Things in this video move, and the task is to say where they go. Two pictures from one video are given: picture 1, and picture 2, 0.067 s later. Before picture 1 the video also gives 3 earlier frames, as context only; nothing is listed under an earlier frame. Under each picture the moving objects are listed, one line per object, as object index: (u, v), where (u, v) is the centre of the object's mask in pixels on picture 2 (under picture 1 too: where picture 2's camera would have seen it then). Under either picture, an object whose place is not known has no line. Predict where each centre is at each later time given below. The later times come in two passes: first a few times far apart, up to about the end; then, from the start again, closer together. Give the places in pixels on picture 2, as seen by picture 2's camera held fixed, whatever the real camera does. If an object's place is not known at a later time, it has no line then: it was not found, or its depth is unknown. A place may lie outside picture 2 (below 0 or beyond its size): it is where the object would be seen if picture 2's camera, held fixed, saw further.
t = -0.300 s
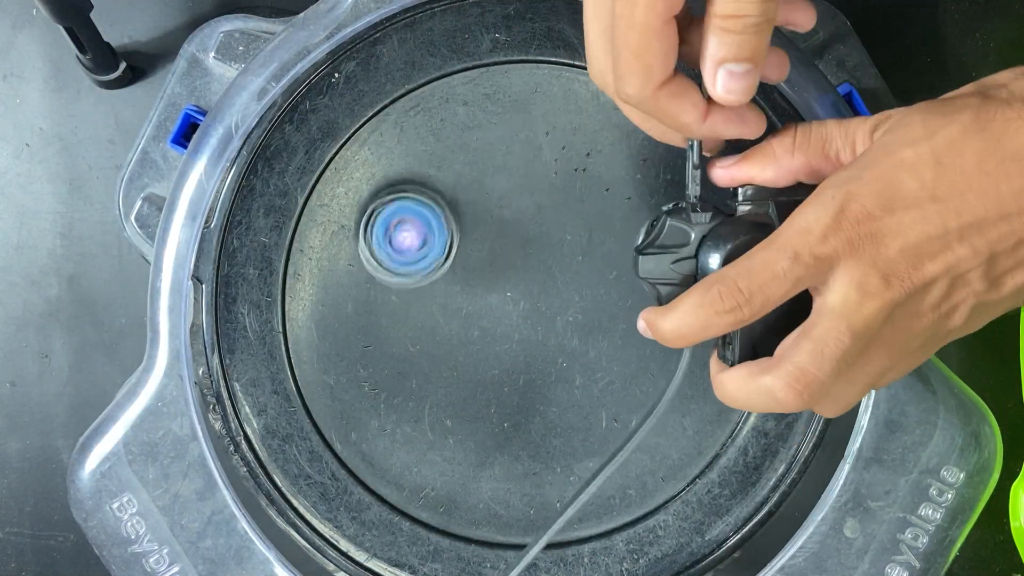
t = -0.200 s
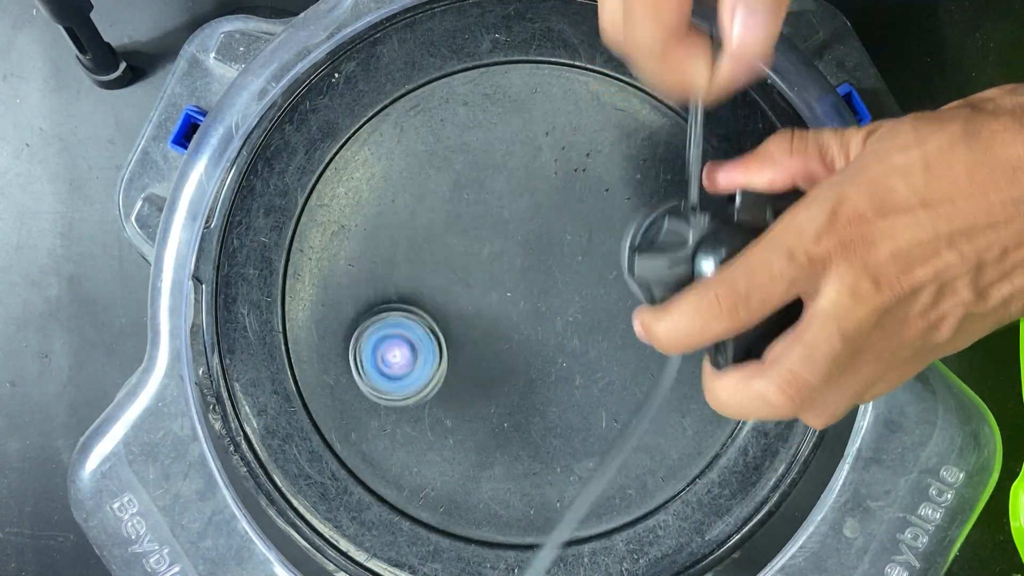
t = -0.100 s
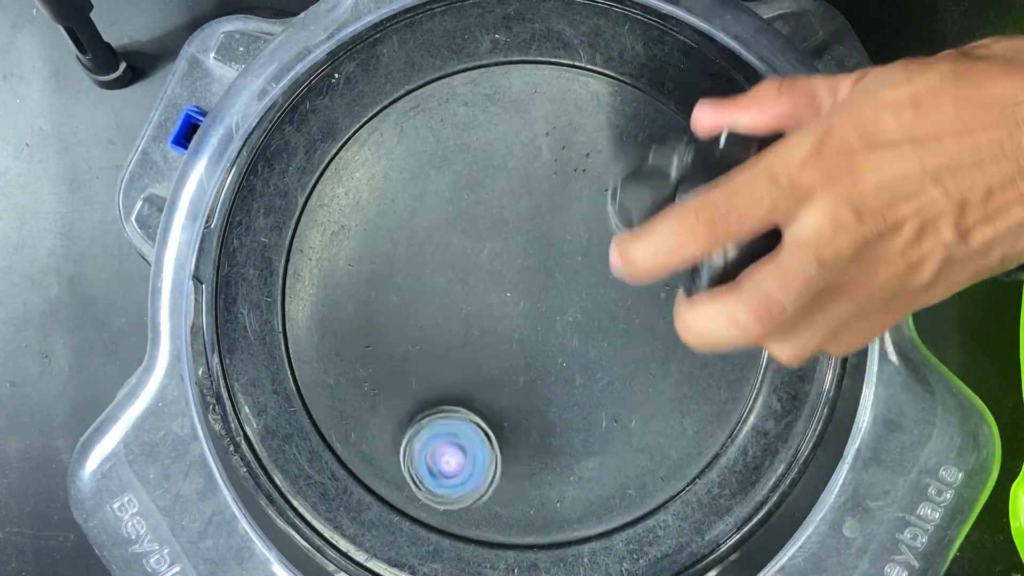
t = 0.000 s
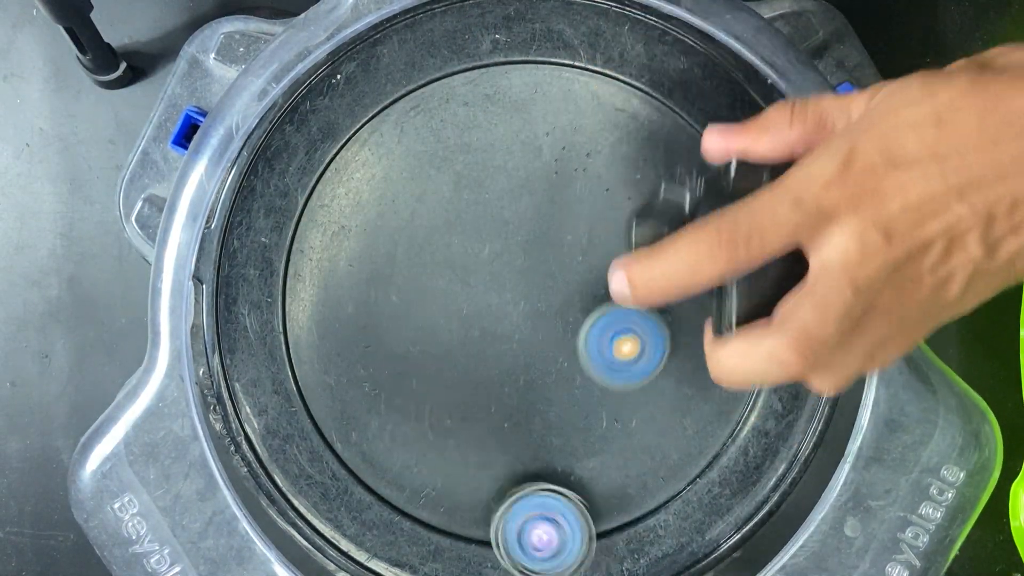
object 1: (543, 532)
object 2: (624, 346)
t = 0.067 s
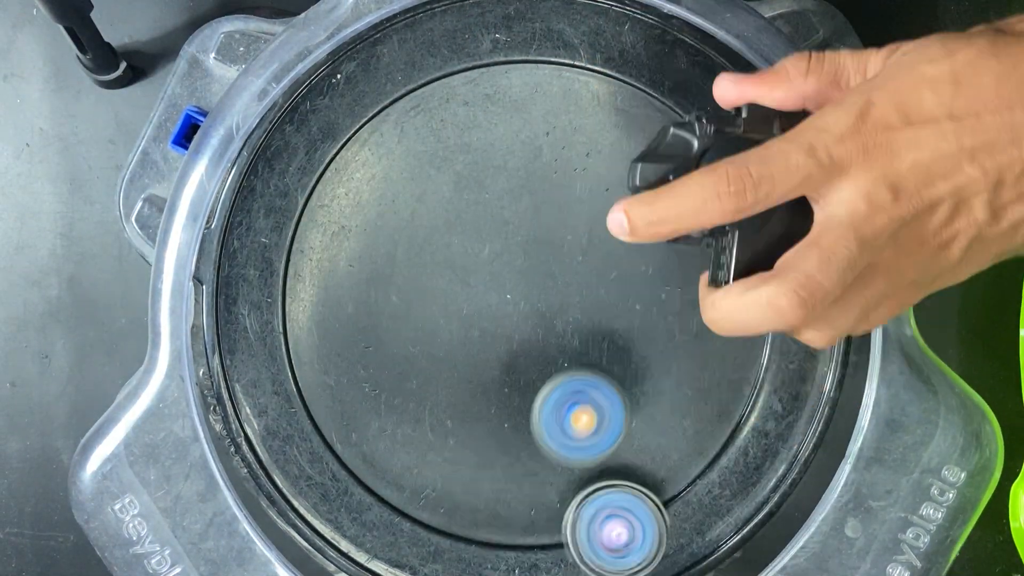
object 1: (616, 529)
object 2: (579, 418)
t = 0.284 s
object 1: (721, 377)
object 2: (494, 528)
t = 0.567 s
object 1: (483, 224)
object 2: (692, 407)
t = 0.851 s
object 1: (359, 465)
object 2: (561, 76)
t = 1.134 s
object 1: (583, 506)
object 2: (351, 462)
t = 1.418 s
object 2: (757, 327)
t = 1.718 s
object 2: (365, 137)
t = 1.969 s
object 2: (349, 425)
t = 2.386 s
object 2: (696, 238)
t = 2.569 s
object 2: (392, 120)
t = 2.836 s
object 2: (397, 481)
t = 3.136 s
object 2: (756, 350)
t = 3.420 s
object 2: (484, 84)
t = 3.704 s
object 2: (356, 466)
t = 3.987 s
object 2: (729, 423)
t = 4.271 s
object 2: (603, 111)
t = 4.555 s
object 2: (318, 343)
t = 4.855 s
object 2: (635, 510)
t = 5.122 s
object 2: (710, 226)
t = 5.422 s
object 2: (365, 210)
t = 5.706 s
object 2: (448, 522)
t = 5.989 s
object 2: (705, 363)
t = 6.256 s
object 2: (528, 132)
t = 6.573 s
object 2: (336, 427)
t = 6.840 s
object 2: (510, 559)
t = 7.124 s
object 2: (667, 374)
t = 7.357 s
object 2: (472, 190)
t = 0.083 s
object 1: (631, 521)
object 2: (567, 434)
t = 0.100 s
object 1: (646, 514)
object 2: (554, 448)
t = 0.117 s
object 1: (660, 505)
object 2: (540, 461)
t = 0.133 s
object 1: (672, 497)
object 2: (528, 474)
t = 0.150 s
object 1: (683, 487)
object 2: (516, 483)
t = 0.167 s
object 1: (694, 477)
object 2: (504, 490)
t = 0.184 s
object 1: (703, 466)
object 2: (500, 499)
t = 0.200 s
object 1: (711, 455)
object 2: (499, 507)
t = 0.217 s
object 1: (717, 441)
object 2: (498, 515)
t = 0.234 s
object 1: (721, 426)
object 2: (497, 520)
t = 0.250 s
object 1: (723, 411)
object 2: (496, 525)
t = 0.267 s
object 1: (723, 394)
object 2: (495, 527)
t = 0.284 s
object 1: (721, 377)
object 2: (494, 528)
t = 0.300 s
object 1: (717, 363)
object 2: (493, 527)
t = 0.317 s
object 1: (712, 347)
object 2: (496, 526)
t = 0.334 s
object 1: (705, 332)
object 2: (503, 525)
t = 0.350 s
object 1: (696, 317)
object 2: (510, 524)
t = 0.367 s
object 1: (686, 302)
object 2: (517, 519)
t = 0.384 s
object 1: (675, 286)
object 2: (524, 514)
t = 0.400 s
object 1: (662, 273)
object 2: (535, 509)
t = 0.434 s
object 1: (633, 246)
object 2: (560, 499)
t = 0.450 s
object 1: (614, 235)
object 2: (574, 492)
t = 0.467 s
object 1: (596, 227)
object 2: (591, 484)
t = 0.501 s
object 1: (559, 216)
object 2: (625, 465)
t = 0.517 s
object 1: (540, 215)
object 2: (643, 453)
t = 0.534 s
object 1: (520, 216)
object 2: (661, 440)
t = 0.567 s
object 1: (483, 224)
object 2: (692, 407)
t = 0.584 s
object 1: (466, 230)
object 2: (706, 386)
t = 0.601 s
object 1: (450, 238)
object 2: (718, 368)
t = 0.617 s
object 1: (434, 248)
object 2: (729, 347)
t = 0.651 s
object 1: (408, 272)
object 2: (745, 305)
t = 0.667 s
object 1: (396, 285)
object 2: (751, 284)
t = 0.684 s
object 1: (386, 301)
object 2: (754, 260)
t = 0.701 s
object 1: (377, 316)
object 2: (749, 237)
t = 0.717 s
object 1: (370, 332)
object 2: (739, 214)
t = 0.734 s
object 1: (365, 348)
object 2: (726, 193)
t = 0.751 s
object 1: (361, 365)
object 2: (709, 168)
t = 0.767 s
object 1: (358, 382)
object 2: (692, 148)
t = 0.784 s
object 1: (356, 398)
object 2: (671, 128)
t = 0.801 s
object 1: (356, 415)
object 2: (646, 109)
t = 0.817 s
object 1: (355, 432)
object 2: (619, 95)
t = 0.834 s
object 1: (357, 448)
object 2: (591, 83)
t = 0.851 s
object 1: (359, 465)
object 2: (561, 76)
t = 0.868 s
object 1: (364, 479)
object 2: (531, 74)
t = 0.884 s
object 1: (371, 495)
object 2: (500, 76)
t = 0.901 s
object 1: (384, 504)
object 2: (468, 82)
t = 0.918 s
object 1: (400, 510)
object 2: (439, 90)
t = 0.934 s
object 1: (417, 516)
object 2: (413, 103)
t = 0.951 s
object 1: (429, 523)
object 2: (385, 121)
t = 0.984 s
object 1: (456, 530)
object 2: (340, 165)
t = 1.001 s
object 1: (471, 534)
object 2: (320, 195)
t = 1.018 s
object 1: (484, 536)
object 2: (308, 225)
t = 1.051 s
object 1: (513, 536)
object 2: (293, 297)
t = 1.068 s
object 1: (528, 534)
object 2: (294, 333)
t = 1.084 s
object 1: (542, 530)
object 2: (301, 369)
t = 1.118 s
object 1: (571, 517)
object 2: (329, 434)
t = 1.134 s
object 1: (583, 506)
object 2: (351, 462)
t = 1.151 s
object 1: (594, 494)
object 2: (375, 485)
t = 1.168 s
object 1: (603, 480)
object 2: (403, 506)
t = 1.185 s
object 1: (610, 465)
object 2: (434, 522)
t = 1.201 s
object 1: (615, 449)
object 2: (466, 532)
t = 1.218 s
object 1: (619, 432)
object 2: (499, 537)
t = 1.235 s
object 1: (622, 415)
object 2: (534, 535)
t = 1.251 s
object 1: (622, 396)
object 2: (568, 533)
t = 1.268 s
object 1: (622, 376)
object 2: (599, 529)
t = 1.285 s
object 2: (629, 514)
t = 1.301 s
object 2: (658, 498)
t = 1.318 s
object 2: (682, 482)
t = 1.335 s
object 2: (704, 458)
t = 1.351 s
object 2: (722, 435)
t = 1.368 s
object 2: (737, 412)
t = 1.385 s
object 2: (748, 384)
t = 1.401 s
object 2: (755, 355)
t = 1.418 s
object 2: (757, 327)
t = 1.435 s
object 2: (759, 300)
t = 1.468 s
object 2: (748, 246)
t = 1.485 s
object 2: (738, 218)
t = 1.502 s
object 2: (724, 191)
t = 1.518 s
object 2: (707, 168)
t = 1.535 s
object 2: (688, 147)
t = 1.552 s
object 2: (664, 124)
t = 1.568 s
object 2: (638, 106)
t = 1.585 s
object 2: (611, 94)
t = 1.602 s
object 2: (579, 83)
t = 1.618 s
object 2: (547, 77)
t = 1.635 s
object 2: (515, 75)
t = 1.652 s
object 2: (483, 78)
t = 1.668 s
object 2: (450, 87)
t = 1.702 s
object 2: (394, 117)
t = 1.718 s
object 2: (365, 137)
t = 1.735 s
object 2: (342, 163)
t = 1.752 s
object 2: (323, 192)
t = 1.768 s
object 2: (309, 224)
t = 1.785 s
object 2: (298, 256)
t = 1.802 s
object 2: (295, 296)
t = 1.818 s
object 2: (293, 318)
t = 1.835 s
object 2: (293, 325)
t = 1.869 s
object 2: (297, 340)
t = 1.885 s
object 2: (301, 352)
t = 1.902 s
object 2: (308, 364)
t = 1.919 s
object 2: (315, 378)
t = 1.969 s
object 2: (349, 425)
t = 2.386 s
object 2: (696, 238)
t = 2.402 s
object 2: (670, 217)
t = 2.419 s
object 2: (642, 195)
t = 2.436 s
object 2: (615, 175)
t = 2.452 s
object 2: (587, 154)
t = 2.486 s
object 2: (530, 125)
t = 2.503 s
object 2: (501, 116)
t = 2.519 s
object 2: (474, 112)
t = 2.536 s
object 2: (445, 111)
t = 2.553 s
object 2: (418, 112)
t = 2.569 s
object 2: (392, 120)
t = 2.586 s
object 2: (370, 133)
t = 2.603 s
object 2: (351, 151)
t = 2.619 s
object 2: (337, 173)
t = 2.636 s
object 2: (324, 197)
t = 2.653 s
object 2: (314, 222)
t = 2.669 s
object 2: (305, 249)
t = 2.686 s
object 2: (301, 275)
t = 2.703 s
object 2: (299, 303)
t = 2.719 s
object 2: (302, 331)
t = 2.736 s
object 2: (307, 358)
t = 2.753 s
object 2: (316, 383)
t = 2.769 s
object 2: (327, 407)
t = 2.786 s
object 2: (341, 429)
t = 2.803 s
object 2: (358, 449)
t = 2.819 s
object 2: (377, 466)
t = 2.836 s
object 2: (397, 481)
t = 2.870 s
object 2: (442, 505)
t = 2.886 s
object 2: (465, 514)
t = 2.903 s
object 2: (490, 520)
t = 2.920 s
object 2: (514, 522)
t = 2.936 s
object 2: (538, 522)
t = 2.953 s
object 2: (563, 520)
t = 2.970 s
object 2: (587, 514)
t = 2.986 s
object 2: (611, 507)
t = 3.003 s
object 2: (633, 496)
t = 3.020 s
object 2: (655, 483)
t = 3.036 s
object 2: (675, 468)
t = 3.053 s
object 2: (693, 451)
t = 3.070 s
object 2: (709, 433)
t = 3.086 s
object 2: (723, 413)
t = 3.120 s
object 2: (747, 371)
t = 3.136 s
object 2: (756, 350)
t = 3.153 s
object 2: (759, 326)
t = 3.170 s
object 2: (760, 301)
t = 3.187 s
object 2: (758, 278)
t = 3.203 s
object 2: (754, 255)
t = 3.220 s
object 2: (746, 229)
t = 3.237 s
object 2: (735, 205)
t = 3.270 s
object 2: (707, 160)
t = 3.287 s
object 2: (690, 140)
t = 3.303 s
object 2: (669, 123)
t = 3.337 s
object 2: (621, 95)
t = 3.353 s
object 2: (595, 85)
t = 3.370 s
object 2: (567, 79)
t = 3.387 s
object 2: (540, 78)
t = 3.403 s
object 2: (512, 80)
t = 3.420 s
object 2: (484, 84)
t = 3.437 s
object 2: (458, 92)
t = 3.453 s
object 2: (434, 101)
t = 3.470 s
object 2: (409, 114)
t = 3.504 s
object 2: (366, 149)
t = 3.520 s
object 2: (348, 170)
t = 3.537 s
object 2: (332, 194)
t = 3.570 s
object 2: (311, 245)
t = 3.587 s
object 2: (305, 273)
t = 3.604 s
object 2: (301, 304)
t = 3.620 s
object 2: (301, 335)
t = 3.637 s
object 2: (305, 363)
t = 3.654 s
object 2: (311, 392)
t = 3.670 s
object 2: (321, 420)
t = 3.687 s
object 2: (337, 444)
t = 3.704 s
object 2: (356, 466)
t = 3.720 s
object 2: (376, 486)
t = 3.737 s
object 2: (398, 504)
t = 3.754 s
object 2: (425, 514)
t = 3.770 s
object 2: (451, 524)
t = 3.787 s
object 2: (476, 532)
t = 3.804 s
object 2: (500, 537)
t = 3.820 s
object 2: (526, 536)
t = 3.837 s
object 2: (552, 534)
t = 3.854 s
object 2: (579, 531)
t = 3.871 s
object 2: (603, 526)
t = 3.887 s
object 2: (627, 518)
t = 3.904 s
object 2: (649, 506)
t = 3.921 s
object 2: (670, 492)
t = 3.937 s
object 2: (687, 476)
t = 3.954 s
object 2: (704, 460)
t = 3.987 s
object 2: (729, 423)
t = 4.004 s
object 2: (740, 402)
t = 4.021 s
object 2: (748, 382)
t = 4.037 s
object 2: (753, 361)
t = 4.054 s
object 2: (757, 340)
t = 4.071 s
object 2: (760, 318)
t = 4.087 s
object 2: (758, 296)
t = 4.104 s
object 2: (753, 274)
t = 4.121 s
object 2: (747, 252)
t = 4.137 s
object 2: (739, 229)
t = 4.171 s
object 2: (715, 188)
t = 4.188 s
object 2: (700, 170)
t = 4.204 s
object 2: (685, 156)
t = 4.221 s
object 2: (668, 141)
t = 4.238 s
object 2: (647, 127)
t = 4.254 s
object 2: (626, 118)
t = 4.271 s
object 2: (603, 111)
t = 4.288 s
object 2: (578, 106)
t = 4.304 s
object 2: (553, 103)
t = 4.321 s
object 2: (528, 104)
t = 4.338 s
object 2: (503, 108)
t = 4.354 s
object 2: (478, 113)
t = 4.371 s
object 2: (456, 121)
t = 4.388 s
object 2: (433, 132)
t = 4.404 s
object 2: (412, 146)
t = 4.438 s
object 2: (373, 180)
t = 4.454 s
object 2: (359, 199)
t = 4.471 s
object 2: (345, 221)
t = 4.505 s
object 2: (327, 267)
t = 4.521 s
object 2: (321, 294)
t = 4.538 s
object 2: (318, 318)
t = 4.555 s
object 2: (318, 343)
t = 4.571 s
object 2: (321, 368)
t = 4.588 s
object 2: (326, 391)
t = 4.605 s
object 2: (334, 414)
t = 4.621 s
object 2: (344, 437)
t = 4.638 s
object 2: (356, 458)
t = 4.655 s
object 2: (370, 478)
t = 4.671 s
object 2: (389, 496)
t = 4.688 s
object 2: (412, 506)
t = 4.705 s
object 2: (435, 516)
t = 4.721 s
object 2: (457, 526)
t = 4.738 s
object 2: (479, 533)
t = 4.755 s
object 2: (502, 536)
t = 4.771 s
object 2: (527, 536)
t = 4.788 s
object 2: (550, 535)
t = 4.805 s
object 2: (573, 532)
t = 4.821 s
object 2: (595, 527)
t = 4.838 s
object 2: (615, 521)
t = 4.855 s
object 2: (635, 510)
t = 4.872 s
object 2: (654, 498)
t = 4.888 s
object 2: (671, 486)
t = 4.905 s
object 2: (685, 471)
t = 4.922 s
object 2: (699, 454)
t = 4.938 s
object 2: (709, 437)
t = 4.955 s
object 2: (718, 417)
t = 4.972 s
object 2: (725, 397)
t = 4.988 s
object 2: (731, 377)
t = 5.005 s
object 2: (735, 358)
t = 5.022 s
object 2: (737, 339)
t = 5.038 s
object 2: (737, 319)
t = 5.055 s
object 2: (735, 300)
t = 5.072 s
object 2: (732, 281)
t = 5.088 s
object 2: (727, 263)
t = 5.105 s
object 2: (719, 244)
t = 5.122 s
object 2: (710, 226)
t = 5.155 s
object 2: (686, 192)
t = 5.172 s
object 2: (673, 176)
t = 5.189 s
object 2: (654, 162)
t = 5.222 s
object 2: (617, 139)
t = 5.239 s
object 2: (594, 131)
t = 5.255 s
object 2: (571, 125)
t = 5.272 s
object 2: (550, 123)
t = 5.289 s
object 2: (526, 122)
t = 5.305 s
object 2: (502, 125)
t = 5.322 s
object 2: (480, 131)
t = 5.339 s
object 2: (457, 139)
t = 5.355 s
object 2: (436, 148)
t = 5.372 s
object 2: (416, 160)
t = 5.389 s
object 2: (396, 175)
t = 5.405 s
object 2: (380, 192)
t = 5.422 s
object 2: (365, 210)
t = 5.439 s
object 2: (352, 230)
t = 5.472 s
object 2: (333, 275)
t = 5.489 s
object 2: (327, 299)
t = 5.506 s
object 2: (323, 320)
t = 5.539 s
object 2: (324, 366)
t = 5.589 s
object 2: (338, 426)
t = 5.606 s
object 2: (346, 444)
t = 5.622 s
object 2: (356, 462)
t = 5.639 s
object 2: (368, 480)
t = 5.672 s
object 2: (407, 501)
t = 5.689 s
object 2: (428, 511)
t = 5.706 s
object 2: (448, 522)
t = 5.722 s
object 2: (469, 531)
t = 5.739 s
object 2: (491, 536)
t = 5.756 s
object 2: (514, 535)
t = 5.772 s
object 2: (538, 533)
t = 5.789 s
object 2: (561, 529)
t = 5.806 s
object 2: (581, 526)
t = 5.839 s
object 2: (621, 508)
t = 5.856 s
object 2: (637, 498)
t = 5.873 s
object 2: (652, 485)
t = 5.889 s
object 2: (666, 471)
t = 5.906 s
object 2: (677, 455)
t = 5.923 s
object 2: (686, 438)
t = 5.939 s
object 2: (694, 419)
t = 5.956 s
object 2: (700, 402)
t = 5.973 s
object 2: (704, 383)
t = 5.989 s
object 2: (705, 363)
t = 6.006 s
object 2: (706, 345)
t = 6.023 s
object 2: (707, 327)
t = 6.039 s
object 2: (705, 309)
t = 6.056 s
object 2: (702, 290)
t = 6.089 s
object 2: (692, 252)
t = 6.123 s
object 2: (674, 218)
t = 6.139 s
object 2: (662, 201)
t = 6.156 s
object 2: (647, 184)
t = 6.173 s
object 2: (631, 171)
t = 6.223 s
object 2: (572, 140)
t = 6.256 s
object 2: (528, 132)
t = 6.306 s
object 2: (461, 142)
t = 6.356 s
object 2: (400, 173)
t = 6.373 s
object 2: (383, 187)
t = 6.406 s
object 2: (354, 222)
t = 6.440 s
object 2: (334, 259)
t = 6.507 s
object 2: (319, 344)
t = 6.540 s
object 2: (324, 387)
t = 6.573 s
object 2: (336, 427)
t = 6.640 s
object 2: (388, 495)
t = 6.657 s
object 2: (408, 504)
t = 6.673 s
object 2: (420, 518)
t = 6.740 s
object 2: (439, 551)
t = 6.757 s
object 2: (447, 553)
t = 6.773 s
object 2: (458, 556)
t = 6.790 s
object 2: (469, 558)
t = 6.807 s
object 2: (481, 559)
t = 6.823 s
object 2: (494, 560)
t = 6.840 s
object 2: (510, 559)
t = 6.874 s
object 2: (538, 558)
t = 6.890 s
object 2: (554, 557)
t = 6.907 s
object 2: (570, 554)
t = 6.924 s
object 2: (585, 551)
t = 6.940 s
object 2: (600, 547)
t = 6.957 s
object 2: (613, 541)
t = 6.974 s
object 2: (624, 534)
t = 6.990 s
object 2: (636, 524)
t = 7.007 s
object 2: (647, 507)
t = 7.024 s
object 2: (656, 489)
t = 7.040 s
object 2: (663, 471)
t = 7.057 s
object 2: (667, 453)
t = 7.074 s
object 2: (671, 435)
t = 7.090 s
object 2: (671, 416)
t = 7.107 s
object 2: (669, 394)
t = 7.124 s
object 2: (667, 374)
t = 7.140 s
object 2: (663, 353)
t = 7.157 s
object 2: (657, 330)
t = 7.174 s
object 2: (651, 309)
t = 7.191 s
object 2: (642, 288)
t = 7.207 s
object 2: (631, 267)
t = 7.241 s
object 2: (605, 229)
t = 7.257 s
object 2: (590, 214)
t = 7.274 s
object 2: (574, 203)
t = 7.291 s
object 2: (557, 198)
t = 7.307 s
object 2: (538, 194)
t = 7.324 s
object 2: (516, 192)
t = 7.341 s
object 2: (495, 191)
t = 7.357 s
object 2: (472, 190)
